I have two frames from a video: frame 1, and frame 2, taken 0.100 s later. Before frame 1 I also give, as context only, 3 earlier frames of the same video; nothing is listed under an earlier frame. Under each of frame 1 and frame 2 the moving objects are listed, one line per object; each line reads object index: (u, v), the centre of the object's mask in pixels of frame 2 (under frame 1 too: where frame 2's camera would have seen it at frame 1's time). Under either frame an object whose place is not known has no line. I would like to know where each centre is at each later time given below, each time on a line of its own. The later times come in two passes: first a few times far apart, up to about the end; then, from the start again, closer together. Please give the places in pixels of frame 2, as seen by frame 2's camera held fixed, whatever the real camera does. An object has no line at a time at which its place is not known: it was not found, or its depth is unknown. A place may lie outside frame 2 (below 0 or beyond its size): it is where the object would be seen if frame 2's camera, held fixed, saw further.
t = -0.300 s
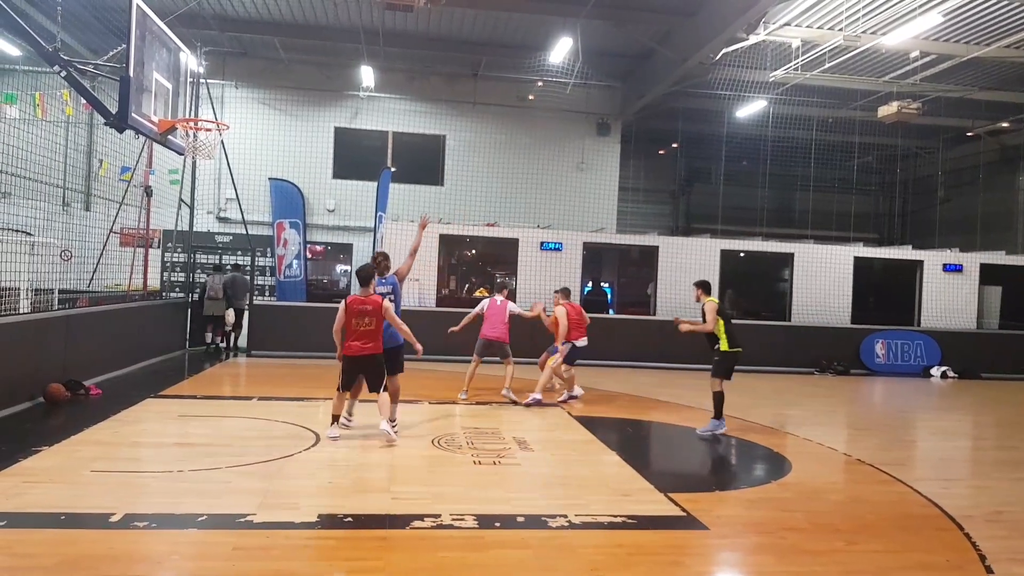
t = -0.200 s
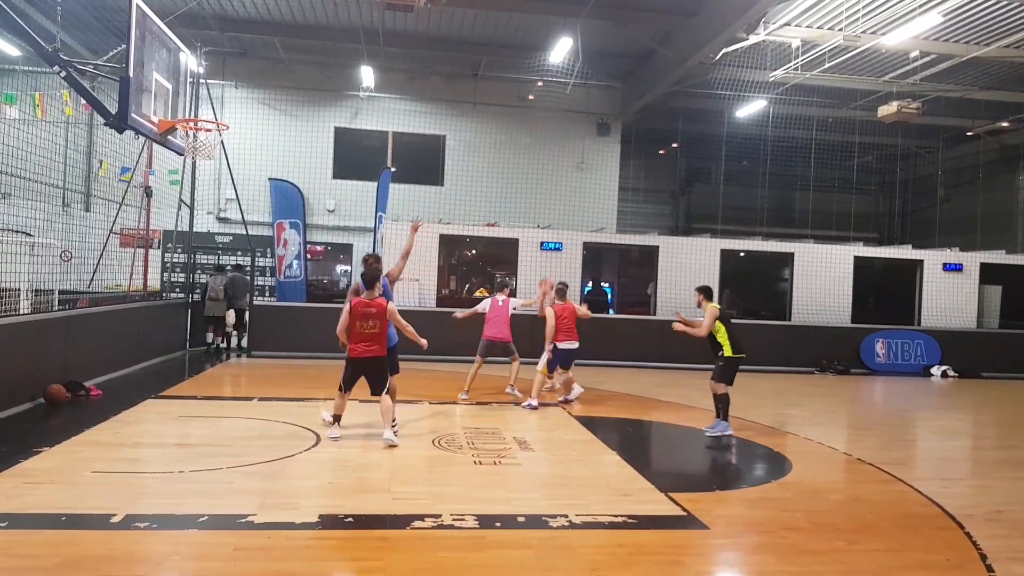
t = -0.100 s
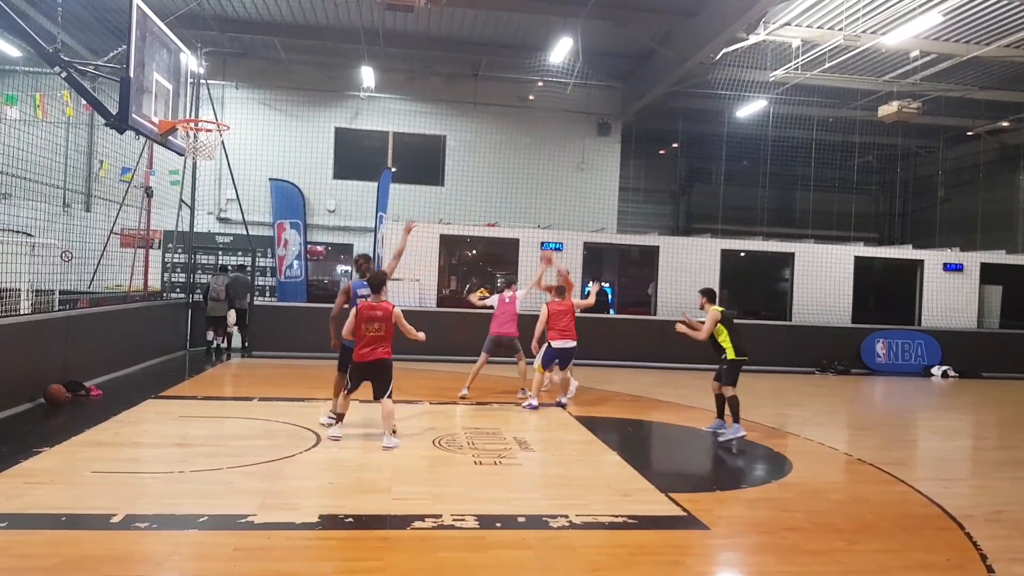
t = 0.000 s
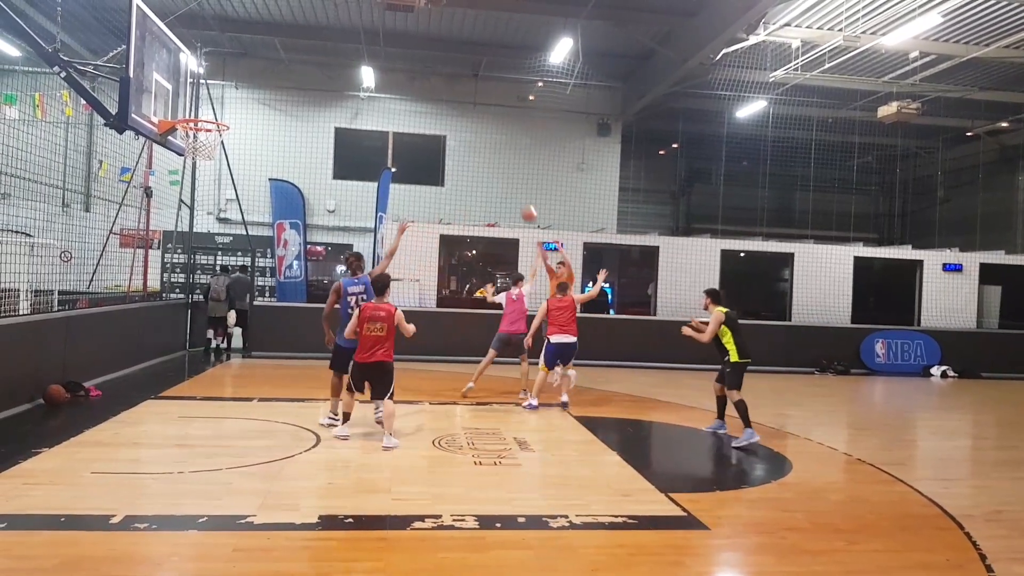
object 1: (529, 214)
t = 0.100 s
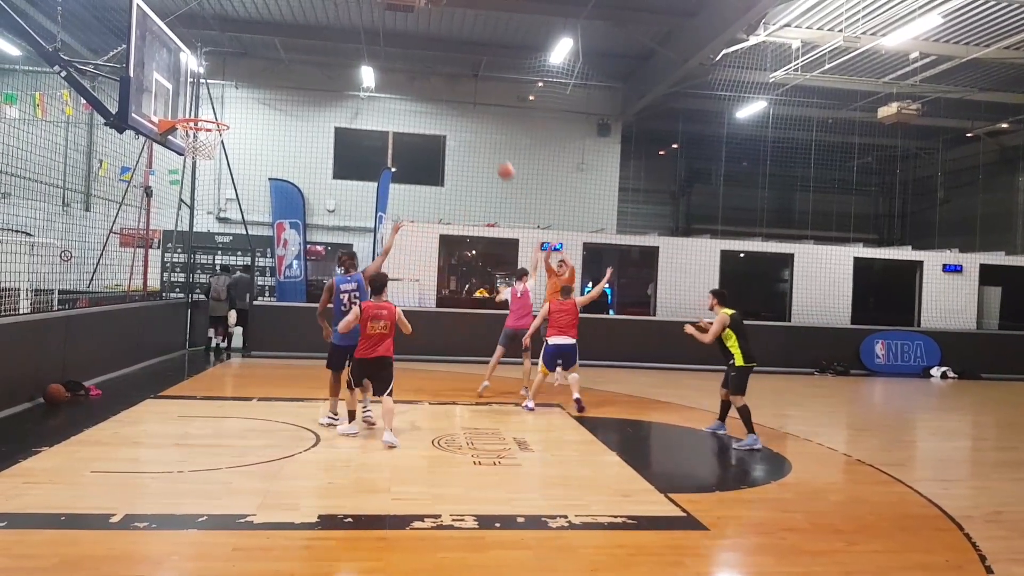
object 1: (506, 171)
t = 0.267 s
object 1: (465, 109)
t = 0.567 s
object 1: (377, 34)
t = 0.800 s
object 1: (295, 19)
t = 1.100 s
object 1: (187, 75)
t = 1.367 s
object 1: (202, 110)
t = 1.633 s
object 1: (174, 104)
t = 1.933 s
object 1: (184, 107)
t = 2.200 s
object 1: (205, 136)
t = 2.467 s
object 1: (198, 152)
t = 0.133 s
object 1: (498, 159)
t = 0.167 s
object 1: (490, 145)
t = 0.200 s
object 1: (482, 132)
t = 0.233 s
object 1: (474, 120)
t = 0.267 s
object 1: (465, 109)
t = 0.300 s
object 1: (456, 98)
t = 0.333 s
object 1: (447, 88)
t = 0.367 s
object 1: (438, 78)
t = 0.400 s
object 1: (428, 69)
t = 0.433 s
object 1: (418, 61)
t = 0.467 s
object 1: (408, 53)
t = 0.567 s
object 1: (377, 34)
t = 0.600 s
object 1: (366, 30)
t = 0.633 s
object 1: (355, 26)
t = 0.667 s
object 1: (344, 23)
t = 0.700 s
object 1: (332, 20)
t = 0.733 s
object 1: (320, 19)
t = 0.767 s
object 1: (308, 18)
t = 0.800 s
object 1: (295, 19)
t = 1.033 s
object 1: (198, 53)
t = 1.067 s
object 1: (183, 65)
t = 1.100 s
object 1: (187, 75)
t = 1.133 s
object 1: (195, 84)
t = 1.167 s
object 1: (201, 95)
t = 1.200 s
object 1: (207, 108)
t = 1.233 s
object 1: (211, 114)
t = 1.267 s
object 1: (211, 114)
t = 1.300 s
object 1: (210, 115)
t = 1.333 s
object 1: (206, 113)
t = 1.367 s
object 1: (202, 110)
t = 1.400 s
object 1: (197, 108)
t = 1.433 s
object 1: (193, 106)
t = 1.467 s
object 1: (189, 106)
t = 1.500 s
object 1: (186, 107)
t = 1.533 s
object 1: (181, 107)
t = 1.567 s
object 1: (178, 107)
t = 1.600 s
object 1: (176, 105)
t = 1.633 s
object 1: (174, 104)
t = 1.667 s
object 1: (174, 103)
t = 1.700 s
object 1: (175, 104)
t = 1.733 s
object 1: (176, 105)
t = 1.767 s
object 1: (178, 107)
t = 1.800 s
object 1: (180, 106)
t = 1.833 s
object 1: (181, 105)
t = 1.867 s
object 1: (181, 105)
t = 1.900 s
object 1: (183, 106)
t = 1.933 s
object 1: (184, 107)
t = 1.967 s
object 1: (187, 108)
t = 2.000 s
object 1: (189, 109)
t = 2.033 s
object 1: (192, 110)
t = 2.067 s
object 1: (195, 112)
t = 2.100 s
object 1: (199, 119)
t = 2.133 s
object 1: (201, 130)
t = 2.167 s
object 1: (202, 134)
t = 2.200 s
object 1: (205, 136)
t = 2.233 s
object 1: (206, 142)
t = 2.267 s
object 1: (207, 144)
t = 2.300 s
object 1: (207, 145)
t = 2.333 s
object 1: (206, 147)
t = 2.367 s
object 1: (205, 149)
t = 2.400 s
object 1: (203, 150)
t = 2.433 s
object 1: (201, 152)
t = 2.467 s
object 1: (198, 152)
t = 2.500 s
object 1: (196, 153)
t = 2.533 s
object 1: (195, 153)
